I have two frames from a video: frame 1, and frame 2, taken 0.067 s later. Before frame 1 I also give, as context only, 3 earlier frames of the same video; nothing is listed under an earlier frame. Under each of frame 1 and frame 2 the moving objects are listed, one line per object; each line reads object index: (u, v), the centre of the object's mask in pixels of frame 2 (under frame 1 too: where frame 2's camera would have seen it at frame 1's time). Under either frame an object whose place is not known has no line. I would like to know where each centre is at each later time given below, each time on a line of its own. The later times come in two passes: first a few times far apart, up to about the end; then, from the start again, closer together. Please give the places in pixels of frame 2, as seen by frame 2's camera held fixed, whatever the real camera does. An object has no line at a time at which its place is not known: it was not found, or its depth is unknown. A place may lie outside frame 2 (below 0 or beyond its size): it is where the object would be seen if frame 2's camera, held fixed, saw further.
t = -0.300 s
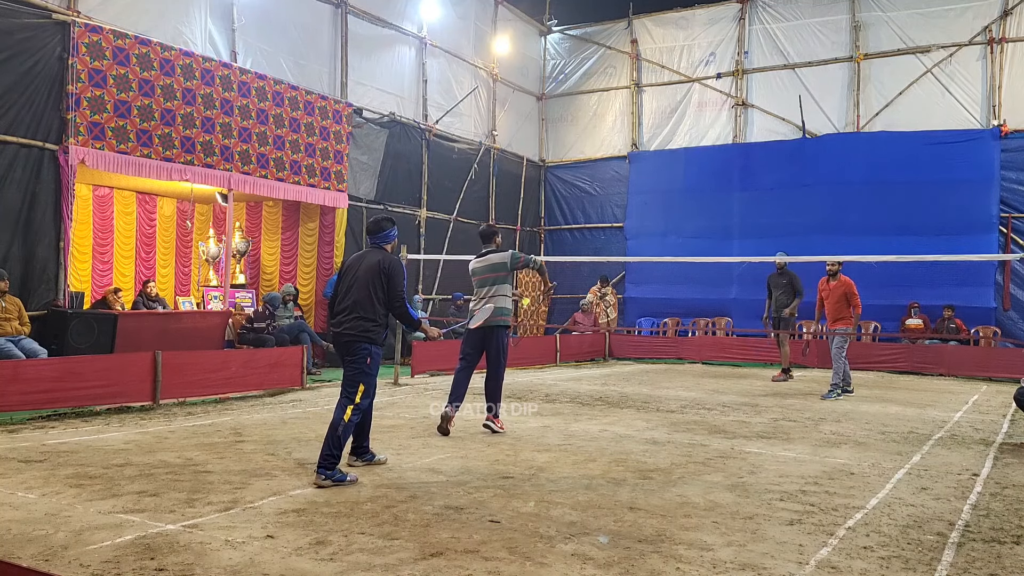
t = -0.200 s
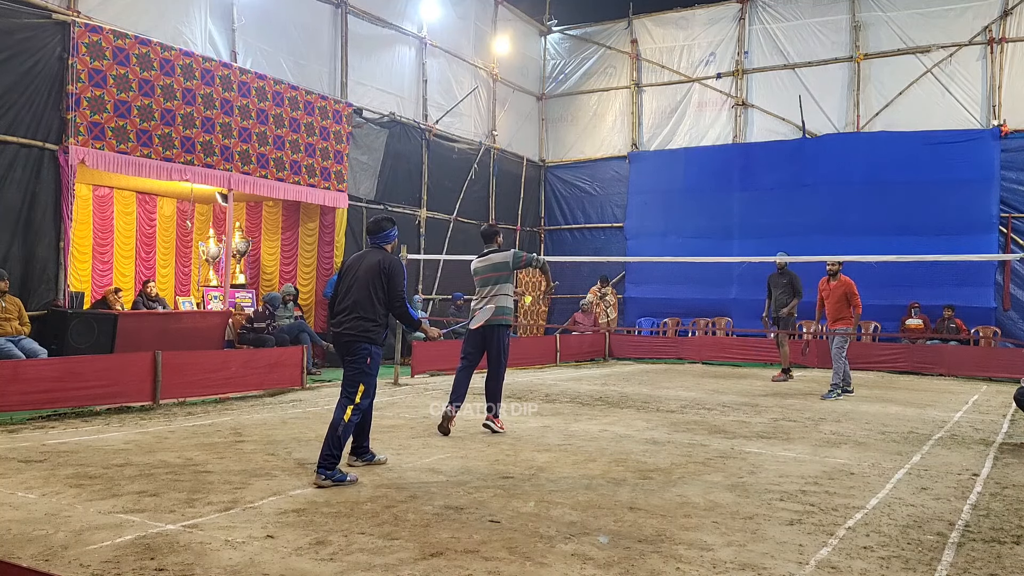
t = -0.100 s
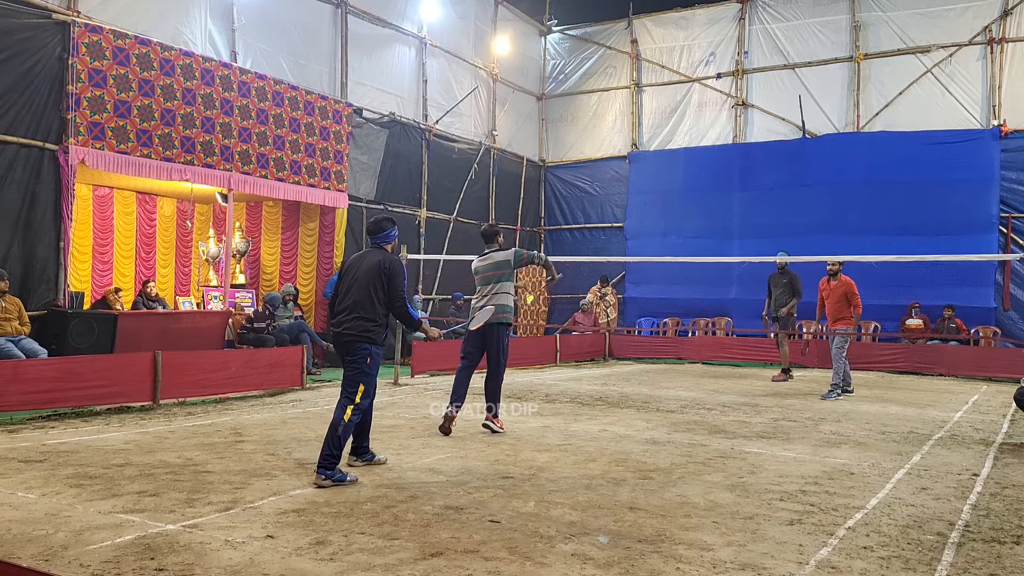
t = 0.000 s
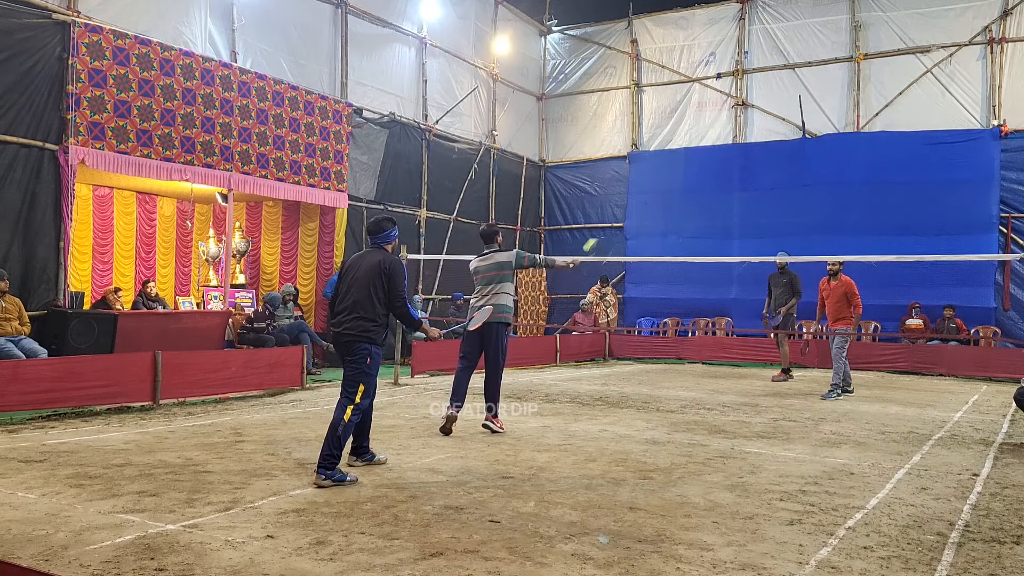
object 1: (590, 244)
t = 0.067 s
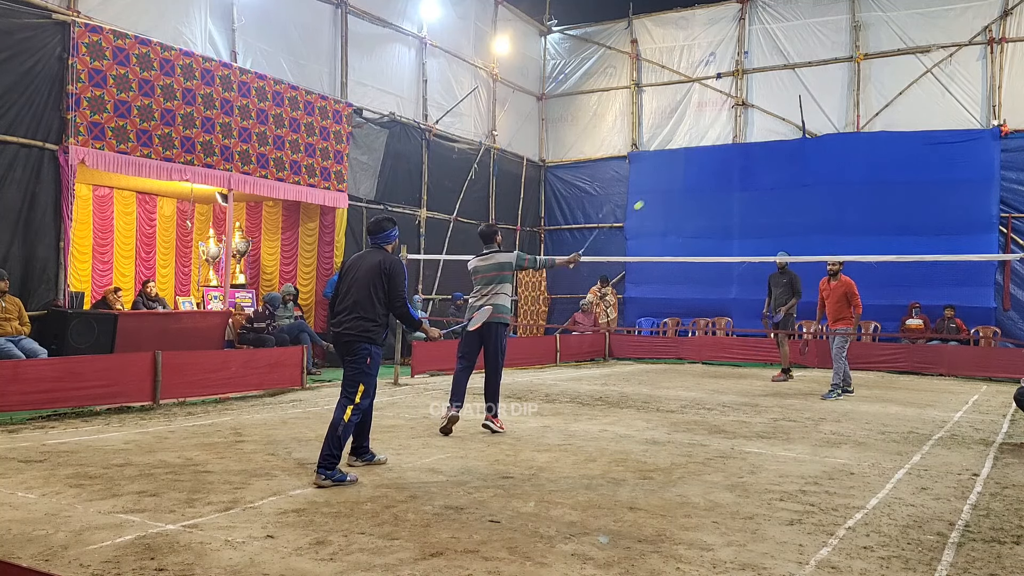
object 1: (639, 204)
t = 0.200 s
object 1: (696, 164)
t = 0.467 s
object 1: (763, 154)
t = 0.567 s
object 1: (779, 164)
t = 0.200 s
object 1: (696, 164)
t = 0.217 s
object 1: (703, 161)
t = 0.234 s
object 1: (709, 159)
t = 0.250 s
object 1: (713, 158)
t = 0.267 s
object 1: (718, 156)
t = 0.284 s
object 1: (723, 154)
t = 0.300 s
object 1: (728, 153)
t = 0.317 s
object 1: (732, 152)
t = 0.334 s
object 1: (736, 152)
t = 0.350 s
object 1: (740, 151)
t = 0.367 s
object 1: (743, 151)
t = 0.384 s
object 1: (747, 151)
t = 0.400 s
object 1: (751, 152)
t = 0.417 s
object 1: (754, 152)
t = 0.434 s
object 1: (757, 153)
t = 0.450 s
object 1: (760, 153)
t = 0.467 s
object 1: (763, 154)
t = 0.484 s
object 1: (766, 156)
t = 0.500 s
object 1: (769, 156)
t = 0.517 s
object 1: (772, 158)
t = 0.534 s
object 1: (774, 160)
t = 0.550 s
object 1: (777, 161)
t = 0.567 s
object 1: (779, 164)
